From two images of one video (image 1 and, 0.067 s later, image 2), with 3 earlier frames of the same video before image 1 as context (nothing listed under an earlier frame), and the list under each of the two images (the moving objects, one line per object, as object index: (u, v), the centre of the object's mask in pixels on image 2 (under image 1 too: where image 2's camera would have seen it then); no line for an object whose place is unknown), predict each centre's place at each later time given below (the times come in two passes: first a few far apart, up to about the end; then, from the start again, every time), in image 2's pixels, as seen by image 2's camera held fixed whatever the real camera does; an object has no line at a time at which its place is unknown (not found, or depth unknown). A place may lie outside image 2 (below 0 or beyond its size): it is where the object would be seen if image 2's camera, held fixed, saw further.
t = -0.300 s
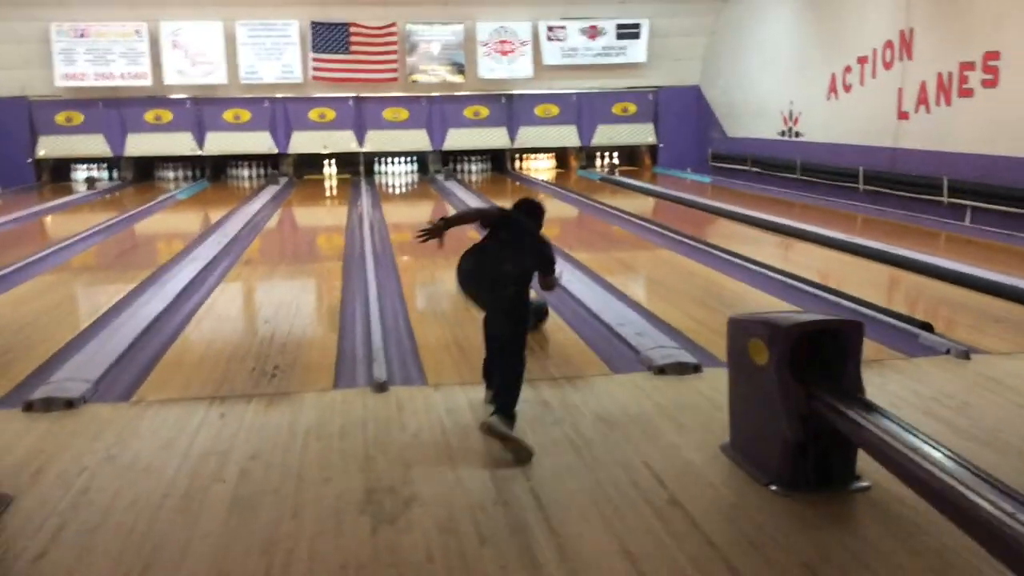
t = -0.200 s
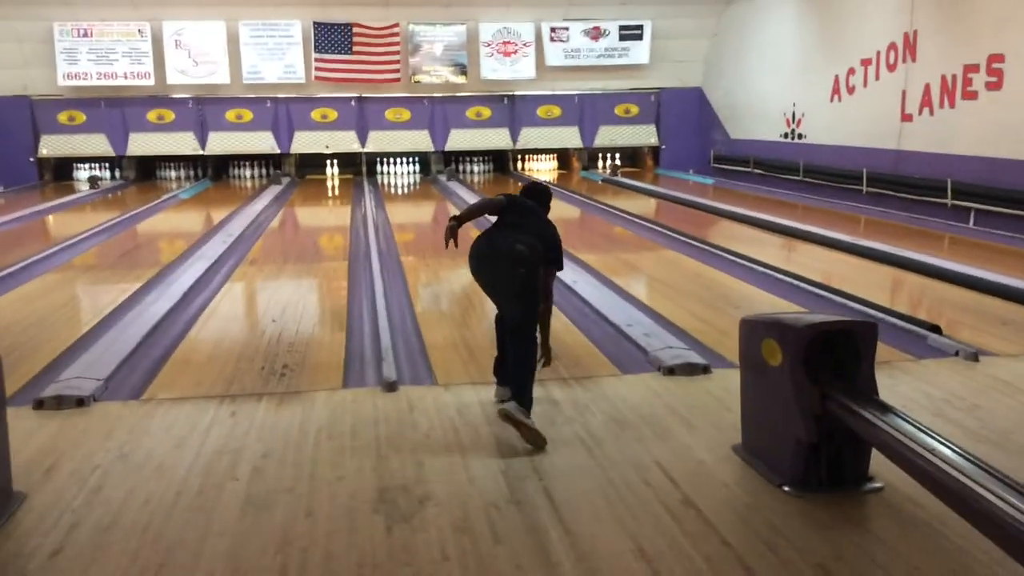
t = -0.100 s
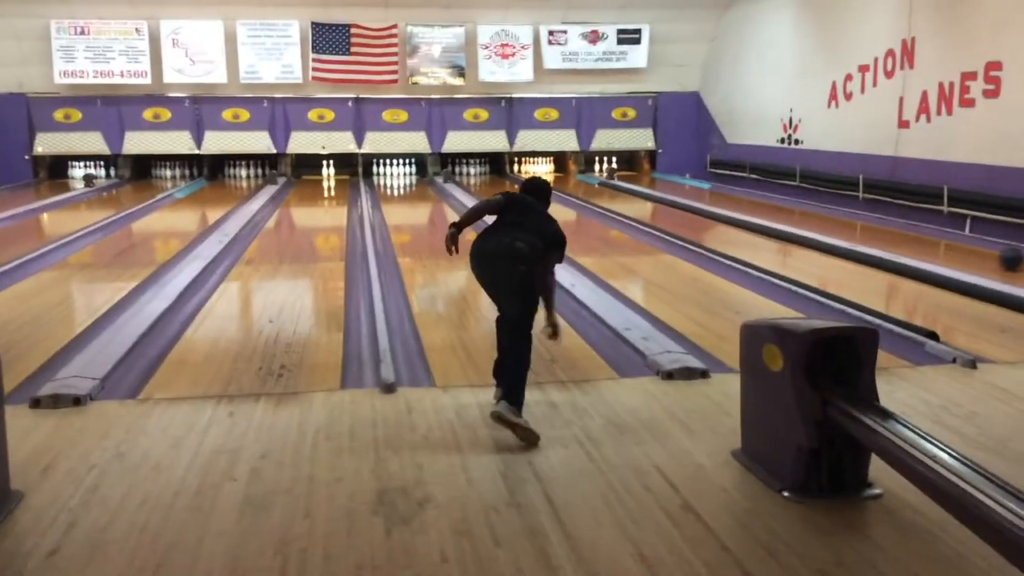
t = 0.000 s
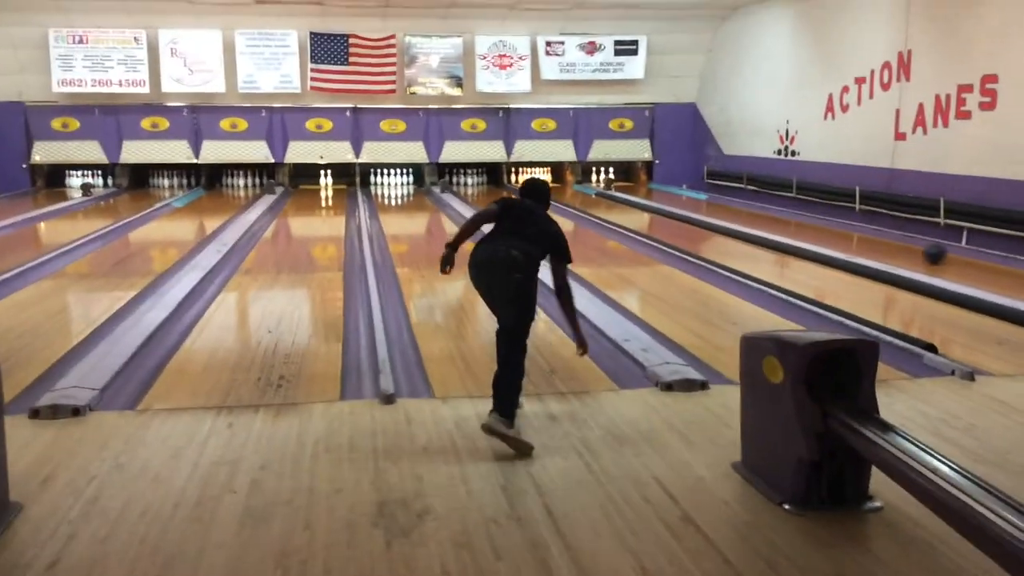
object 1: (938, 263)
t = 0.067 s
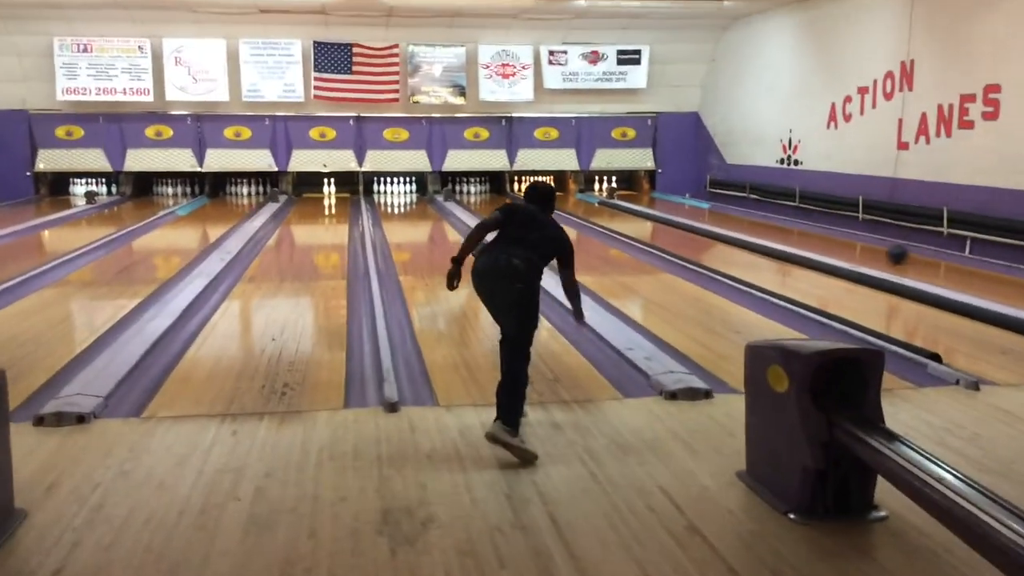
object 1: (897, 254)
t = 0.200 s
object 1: (831, 240)
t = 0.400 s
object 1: (758, 223)
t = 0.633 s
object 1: (698, 209)
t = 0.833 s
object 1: (661, 200)
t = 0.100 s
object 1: (878, 250)
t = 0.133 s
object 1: (862, 246)
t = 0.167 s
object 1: (846, 244)
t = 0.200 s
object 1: (831, 240)
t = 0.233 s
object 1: (817, 236)
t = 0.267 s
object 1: (803, 234)
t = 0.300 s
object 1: (791, 230)
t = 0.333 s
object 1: (779, 228)
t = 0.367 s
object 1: (768, 226)
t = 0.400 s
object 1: (758, 223)
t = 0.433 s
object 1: (748, 221)
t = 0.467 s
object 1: (739, 219)
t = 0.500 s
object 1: (729, 217)
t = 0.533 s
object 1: (721, 215)
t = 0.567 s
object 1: (713, 213)
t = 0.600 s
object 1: (706, 211)
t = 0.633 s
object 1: (698, 209)
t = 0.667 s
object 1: (691, 208)
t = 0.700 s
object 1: (685, 206)
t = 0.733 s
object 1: (678, 204)
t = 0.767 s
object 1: (672, 203)
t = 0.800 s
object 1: (666, 201)
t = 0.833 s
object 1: (661, 200)
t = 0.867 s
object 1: (655, 199)
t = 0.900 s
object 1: (651, 198)
